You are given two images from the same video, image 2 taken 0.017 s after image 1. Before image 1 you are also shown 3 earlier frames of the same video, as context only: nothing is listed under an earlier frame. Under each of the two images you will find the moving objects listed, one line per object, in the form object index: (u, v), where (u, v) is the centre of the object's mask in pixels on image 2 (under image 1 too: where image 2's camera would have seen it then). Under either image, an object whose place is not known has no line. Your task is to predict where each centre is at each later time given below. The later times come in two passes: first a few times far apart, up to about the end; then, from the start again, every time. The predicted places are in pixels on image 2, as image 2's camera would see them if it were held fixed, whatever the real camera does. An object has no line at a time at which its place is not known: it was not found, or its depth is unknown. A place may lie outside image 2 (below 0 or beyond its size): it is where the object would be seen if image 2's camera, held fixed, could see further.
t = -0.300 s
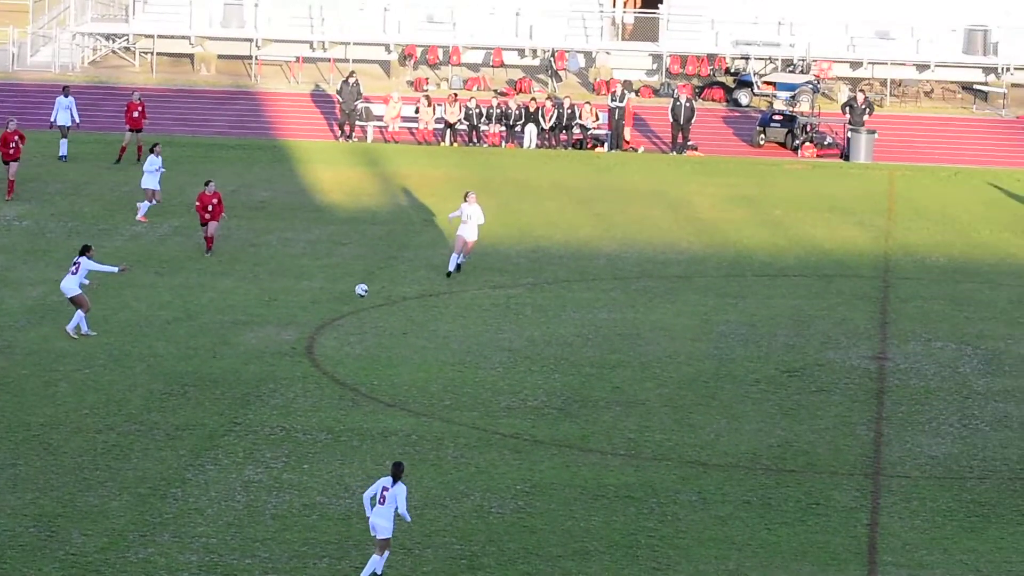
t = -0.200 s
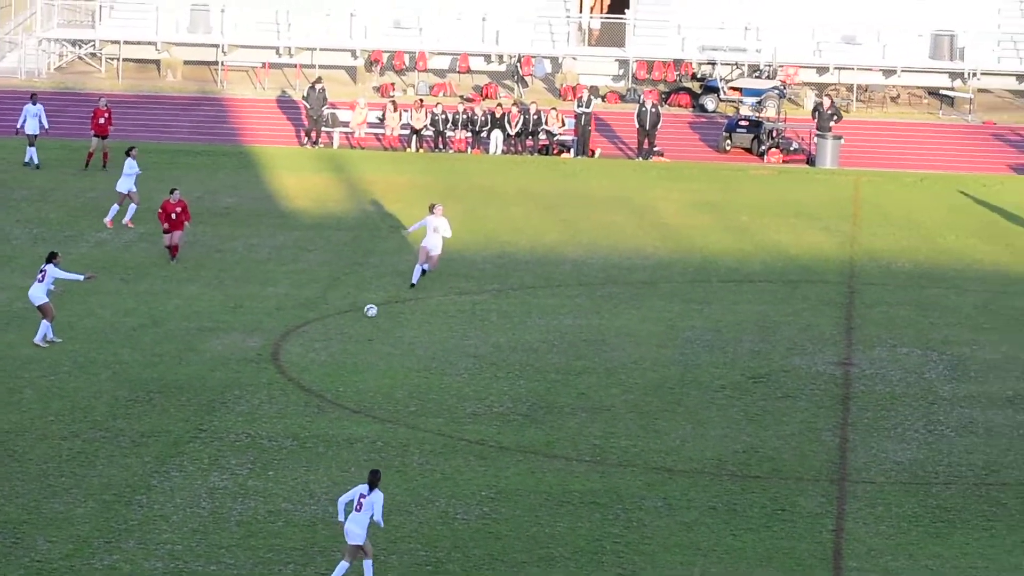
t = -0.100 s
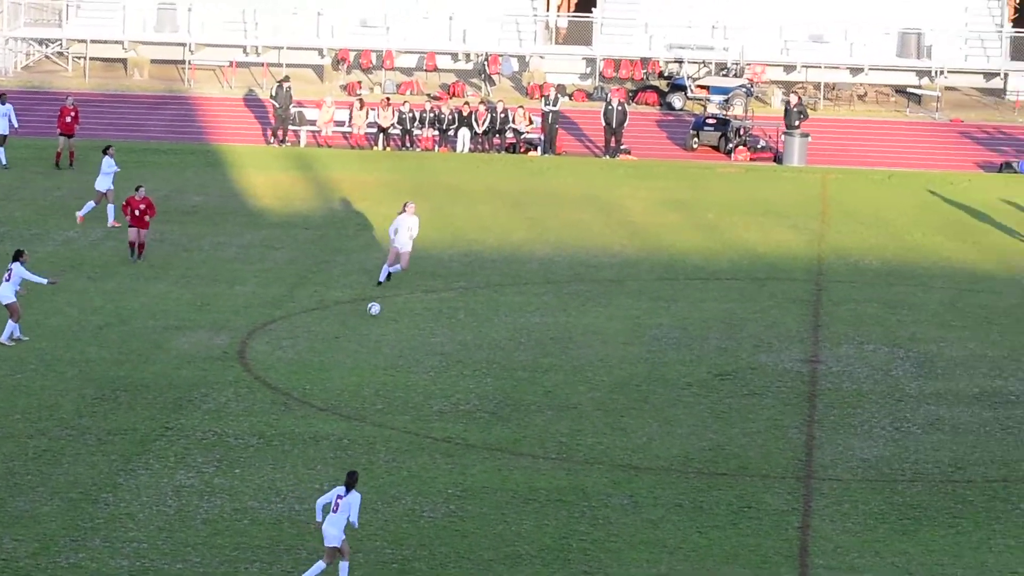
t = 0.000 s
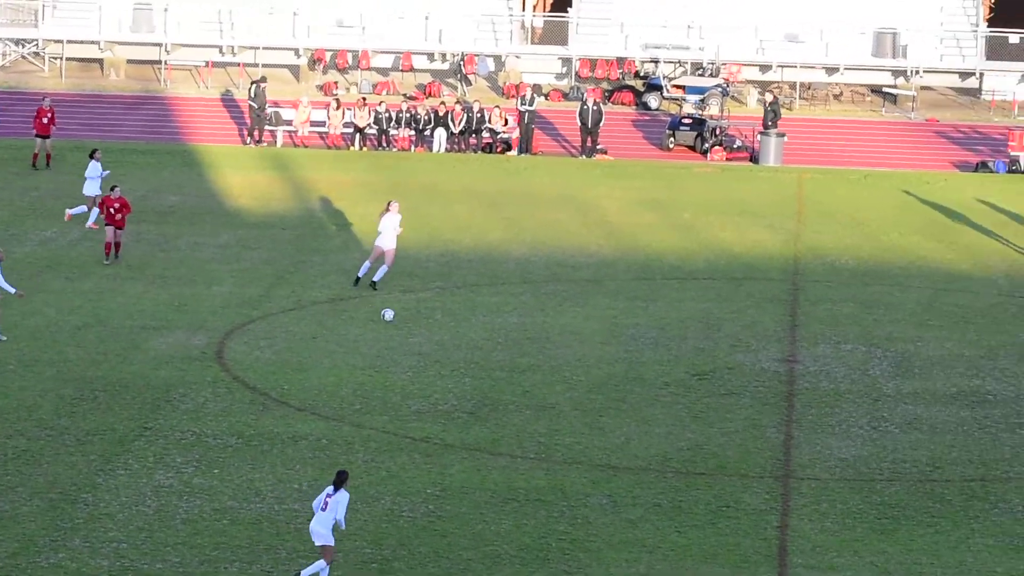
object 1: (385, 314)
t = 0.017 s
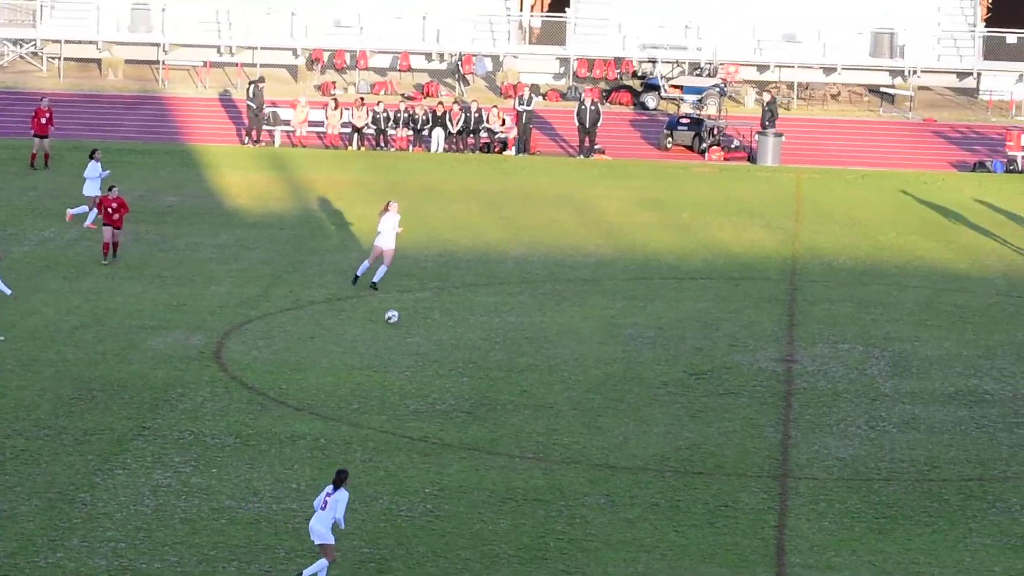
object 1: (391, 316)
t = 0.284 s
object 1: (479, 330)
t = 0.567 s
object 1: (571, 344)
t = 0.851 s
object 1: (657, 357)
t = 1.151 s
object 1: (748, 369)
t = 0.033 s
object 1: (398, 317)
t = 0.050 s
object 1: (403, 320)
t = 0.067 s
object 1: (409, 320)
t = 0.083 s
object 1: (415, 320)
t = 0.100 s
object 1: (419, 320)
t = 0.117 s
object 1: (425, 321)
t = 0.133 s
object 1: (431, 321)
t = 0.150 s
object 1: (436, 322)
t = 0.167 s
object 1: (442, 322)
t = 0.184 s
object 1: (447, 324)
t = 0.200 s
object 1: (453, 325)
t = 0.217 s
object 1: (458, 327)
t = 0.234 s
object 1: (464, 328)
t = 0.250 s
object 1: (469, 330)
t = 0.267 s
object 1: (474, 330)
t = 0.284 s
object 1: (479, 330)
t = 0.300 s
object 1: (485, 331)
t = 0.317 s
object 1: (490, 331)
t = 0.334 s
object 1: (496, 332)
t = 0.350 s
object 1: (502, 333)
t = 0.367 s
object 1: (507, 334)
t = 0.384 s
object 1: (513, 336)
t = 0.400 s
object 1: (518, 337)
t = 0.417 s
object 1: (523, 337)
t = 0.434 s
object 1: (529, 337)
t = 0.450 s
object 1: (534, 338)
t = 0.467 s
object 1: (539, 339)
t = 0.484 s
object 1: (544, 340)
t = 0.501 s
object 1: (550, 341)
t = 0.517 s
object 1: (555, 341)
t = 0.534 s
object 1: (560, 342)
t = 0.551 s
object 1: (566, 343)
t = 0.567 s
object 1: (571, 344)
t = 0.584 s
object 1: (576, 344)
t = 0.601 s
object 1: (581, 346)
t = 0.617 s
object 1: (586, 346)
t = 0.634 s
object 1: (592, 347)
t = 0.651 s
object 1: (597, 348)
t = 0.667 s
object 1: (602, 348)
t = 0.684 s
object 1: (607, 349)
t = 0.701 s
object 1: (612, 350)
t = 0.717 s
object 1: (617, 351)
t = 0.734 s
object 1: (622, 352)
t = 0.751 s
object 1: (627, 353)
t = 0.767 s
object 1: (632, 354)
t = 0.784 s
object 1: (637, 354)
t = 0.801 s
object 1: (642, 354)
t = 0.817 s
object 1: (647, 355)
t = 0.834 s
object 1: (652, 356)
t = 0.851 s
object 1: (657, 357)
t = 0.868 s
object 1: (662, 358)
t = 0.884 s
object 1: (668, 359)
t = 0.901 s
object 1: (673, 359)
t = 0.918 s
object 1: (678, 360)
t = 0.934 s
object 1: (683, 360)
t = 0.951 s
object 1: (688, 361)
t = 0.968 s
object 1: (693, 362)
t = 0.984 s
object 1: (698, 363)
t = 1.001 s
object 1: (703, 365)
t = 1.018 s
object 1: (708, 365)
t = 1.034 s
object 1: (713, 365)
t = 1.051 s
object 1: (718, 365)
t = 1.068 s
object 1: (723, 365)
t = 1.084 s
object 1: (729, 365)
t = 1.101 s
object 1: (733, 367)
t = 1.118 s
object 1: (739, 367)
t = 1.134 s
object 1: (743, 368)
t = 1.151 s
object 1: (748, 369)
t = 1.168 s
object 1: (753, 371)
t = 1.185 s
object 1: (758, 372)
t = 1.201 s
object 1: (764, 374)
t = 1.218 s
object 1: (768, 375)
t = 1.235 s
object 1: (773, 374)
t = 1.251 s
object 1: (778, 374)
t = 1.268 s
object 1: (783, 374)
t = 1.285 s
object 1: (787, 374)
